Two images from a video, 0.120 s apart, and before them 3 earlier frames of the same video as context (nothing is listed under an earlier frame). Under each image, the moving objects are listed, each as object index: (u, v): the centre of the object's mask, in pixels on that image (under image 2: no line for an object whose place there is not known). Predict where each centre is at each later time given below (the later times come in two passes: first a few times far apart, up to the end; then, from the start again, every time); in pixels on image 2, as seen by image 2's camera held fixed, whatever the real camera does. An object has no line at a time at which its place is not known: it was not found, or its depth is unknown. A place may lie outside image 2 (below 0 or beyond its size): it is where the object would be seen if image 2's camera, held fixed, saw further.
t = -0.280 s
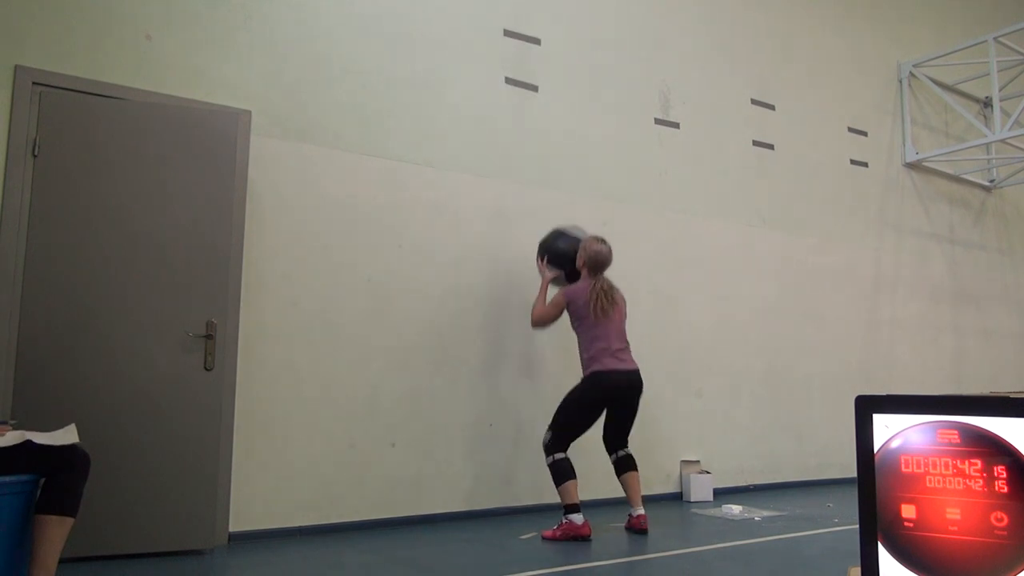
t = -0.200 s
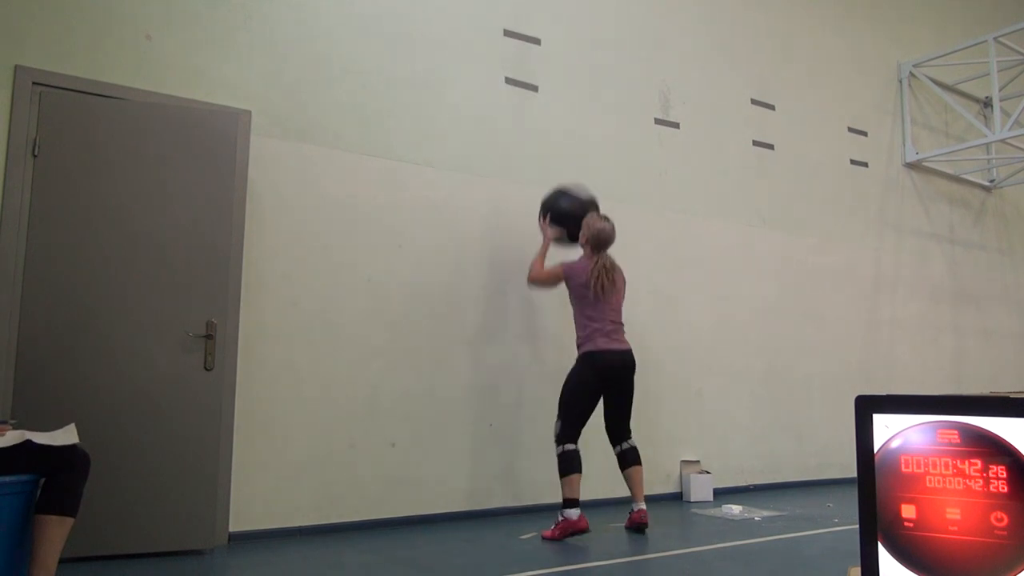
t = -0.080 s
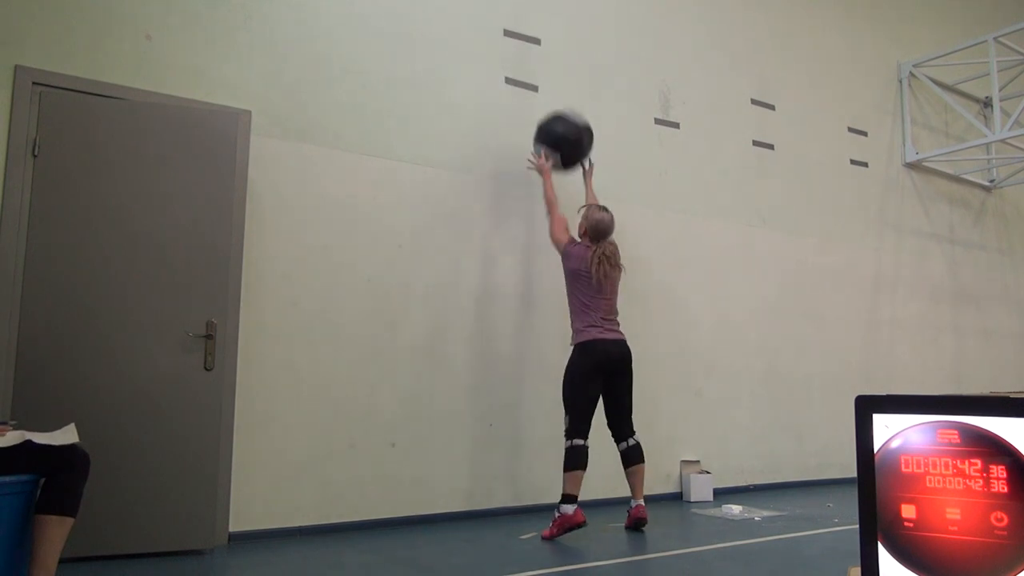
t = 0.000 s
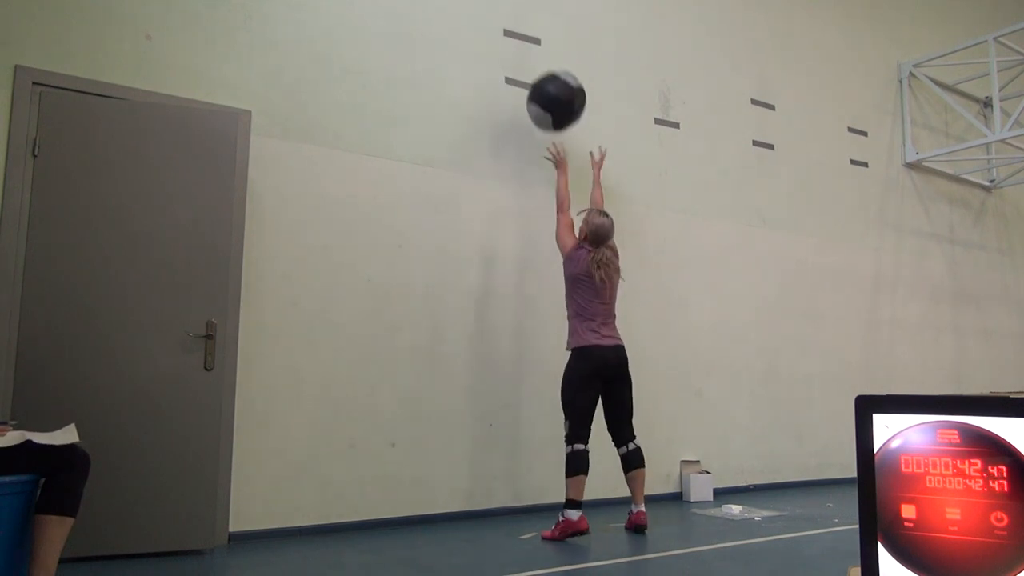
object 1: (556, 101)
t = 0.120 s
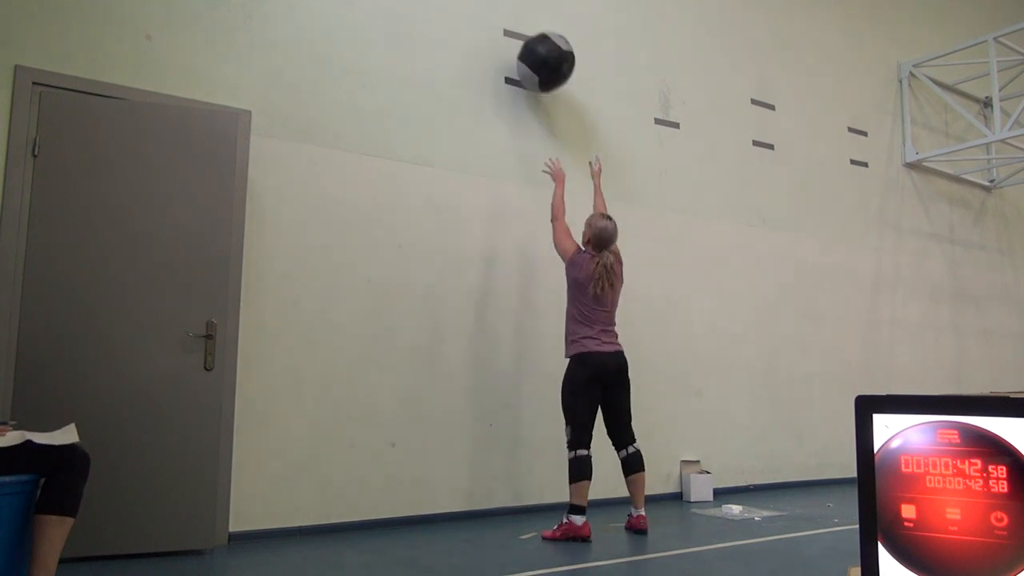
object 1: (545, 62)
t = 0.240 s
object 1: (537, 46)
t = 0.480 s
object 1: (546, 66)
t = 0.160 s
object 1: (542, 54)
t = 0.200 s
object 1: (538, 49)
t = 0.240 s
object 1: (537, 46)
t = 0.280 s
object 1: (538, 44)
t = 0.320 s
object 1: (539, 43)
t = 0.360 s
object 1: (541, 45)
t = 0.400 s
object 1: (543, 49)
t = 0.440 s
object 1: (544, 56)
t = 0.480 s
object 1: (546, 66)
